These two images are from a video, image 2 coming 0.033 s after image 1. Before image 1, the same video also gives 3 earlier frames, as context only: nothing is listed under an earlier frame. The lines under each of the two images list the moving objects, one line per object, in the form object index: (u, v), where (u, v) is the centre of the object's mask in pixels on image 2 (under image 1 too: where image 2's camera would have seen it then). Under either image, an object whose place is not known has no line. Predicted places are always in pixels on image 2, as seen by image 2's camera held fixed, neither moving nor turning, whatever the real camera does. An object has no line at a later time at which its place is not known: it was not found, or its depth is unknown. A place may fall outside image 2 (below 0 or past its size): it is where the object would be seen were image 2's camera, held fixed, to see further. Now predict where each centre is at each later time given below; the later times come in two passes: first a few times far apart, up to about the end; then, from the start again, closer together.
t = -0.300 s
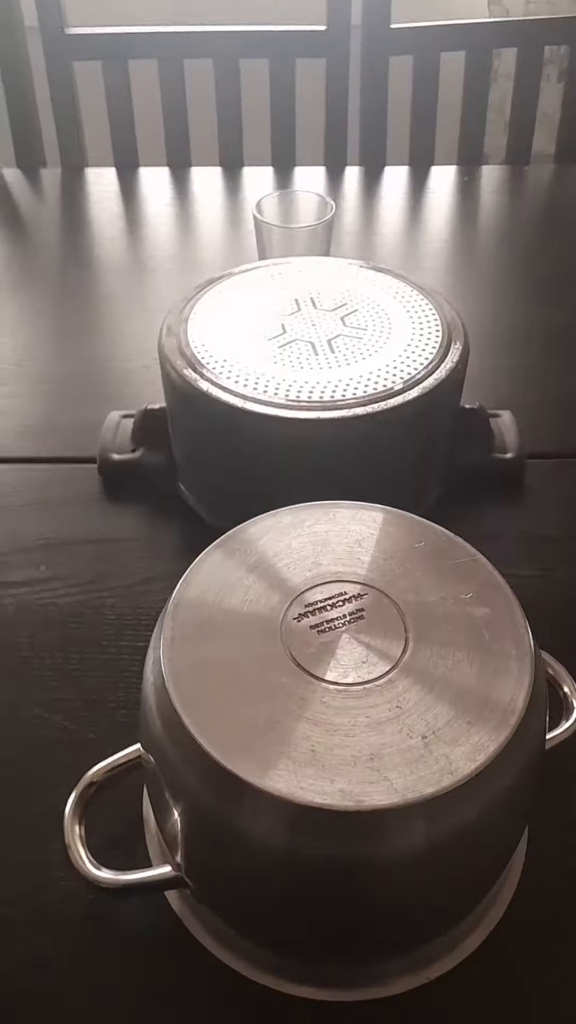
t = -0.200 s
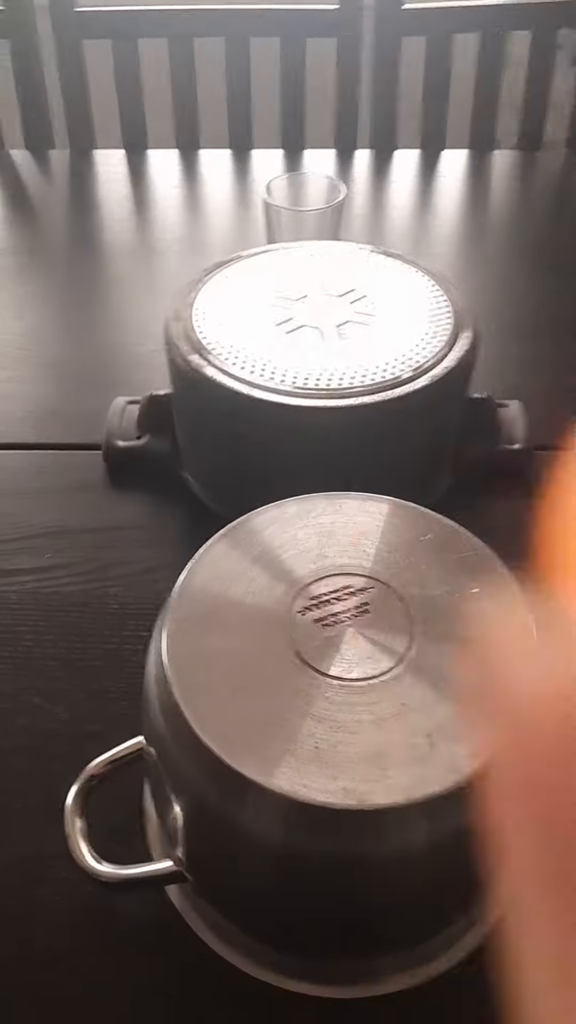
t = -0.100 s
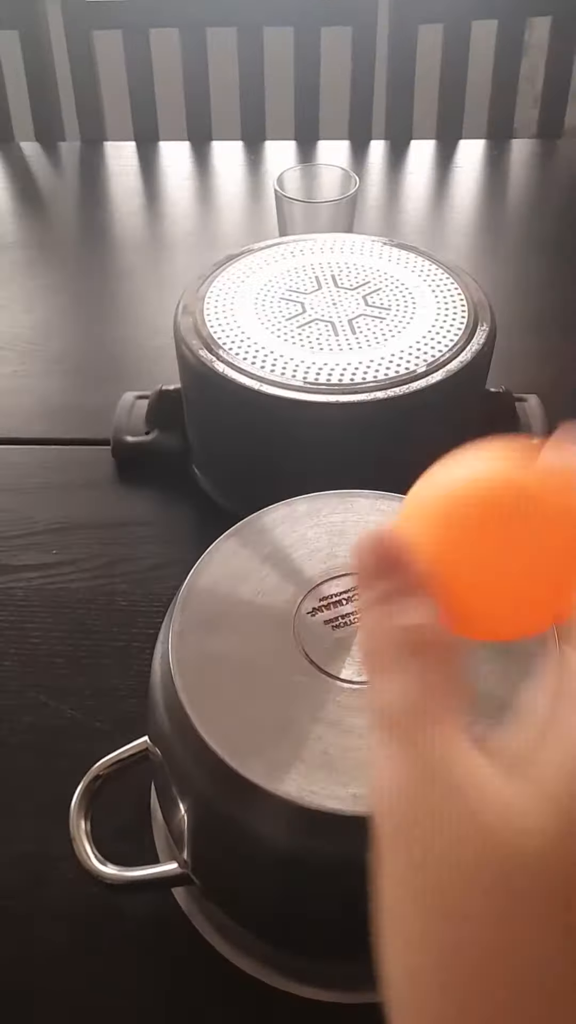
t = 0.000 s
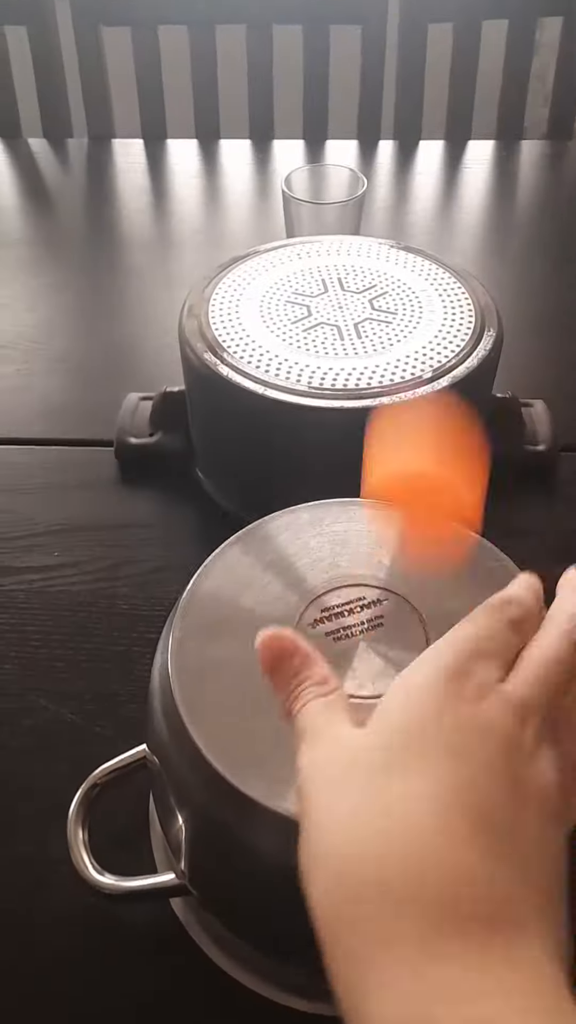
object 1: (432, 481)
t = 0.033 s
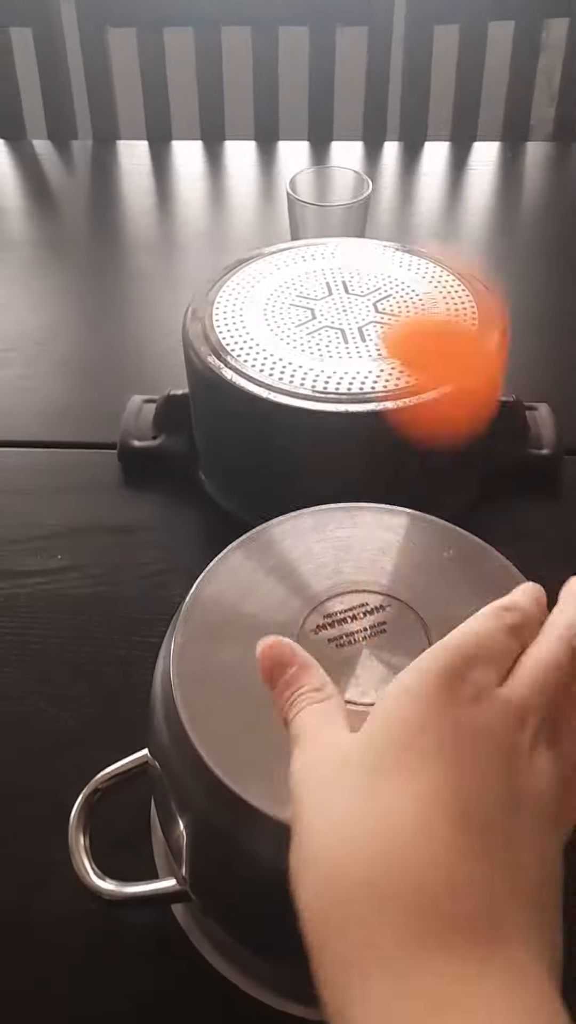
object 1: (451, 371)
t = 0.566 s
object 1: (350, -2)
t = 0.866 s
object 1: (357, 52)
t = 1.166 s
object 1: (533, 292)
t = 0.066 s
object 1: (454, 205)
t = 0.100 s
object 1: (452, 111)
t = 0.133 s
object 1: (449, 63)
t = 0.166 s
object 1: (443, 45)
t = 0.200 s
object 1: (433, 60)
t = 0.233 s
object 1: (421, 100)
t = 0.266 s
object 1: (408, 170)
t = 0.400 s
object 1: (377, 172)
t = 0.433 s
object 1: (373, 91)
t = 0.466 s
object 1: (369, 32)
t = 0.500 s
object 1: (365, 0)
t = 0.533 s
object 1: (358, -8)
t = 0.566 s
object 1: (350, -2)
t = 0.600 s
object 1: (342, 26)
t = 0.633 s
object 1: (336, 74)
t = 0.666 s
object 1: (331, 123)
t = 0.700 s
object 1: (331, 189)
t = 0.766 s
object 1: (341, 152)
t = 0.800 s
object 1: (345, 106)
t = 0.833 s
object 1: (351, 72)
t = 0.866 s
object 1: (357, 52)
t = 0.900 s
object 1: (361, 49)
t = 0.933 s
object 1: (365, 62)
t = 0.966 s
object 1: (367, 91)
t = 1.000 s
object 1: (372, 129)
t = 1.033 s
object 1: (372, 184)
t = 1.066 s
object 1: (407, 226)
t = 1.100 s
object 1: (456, 264)
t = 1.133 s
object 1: (504, 309)
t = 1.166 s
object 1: (533, 292)
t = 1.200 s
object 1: (573, 278)
